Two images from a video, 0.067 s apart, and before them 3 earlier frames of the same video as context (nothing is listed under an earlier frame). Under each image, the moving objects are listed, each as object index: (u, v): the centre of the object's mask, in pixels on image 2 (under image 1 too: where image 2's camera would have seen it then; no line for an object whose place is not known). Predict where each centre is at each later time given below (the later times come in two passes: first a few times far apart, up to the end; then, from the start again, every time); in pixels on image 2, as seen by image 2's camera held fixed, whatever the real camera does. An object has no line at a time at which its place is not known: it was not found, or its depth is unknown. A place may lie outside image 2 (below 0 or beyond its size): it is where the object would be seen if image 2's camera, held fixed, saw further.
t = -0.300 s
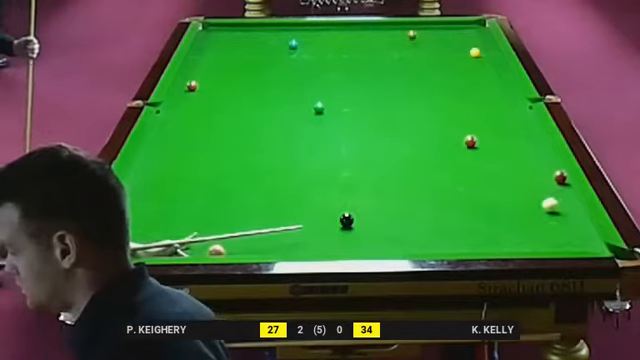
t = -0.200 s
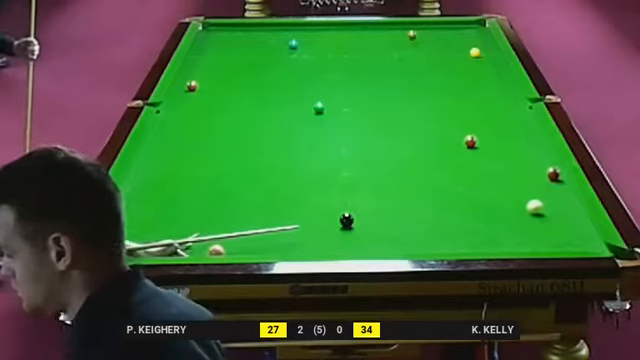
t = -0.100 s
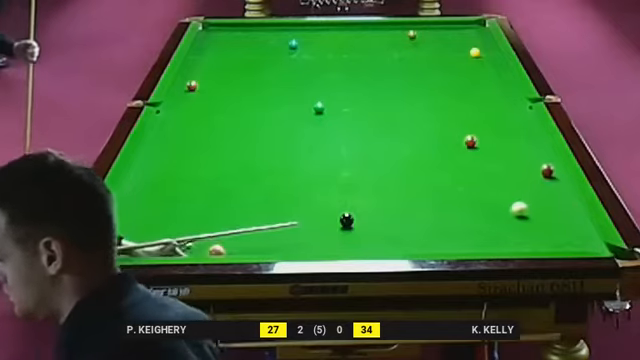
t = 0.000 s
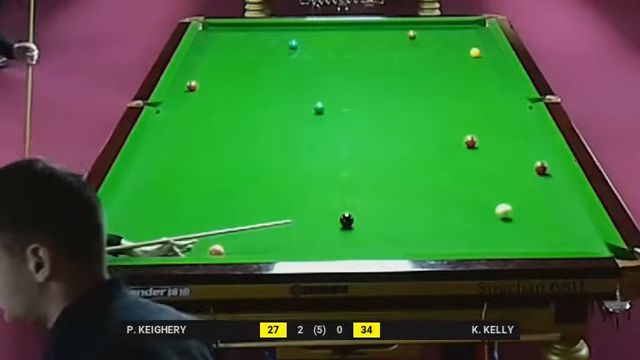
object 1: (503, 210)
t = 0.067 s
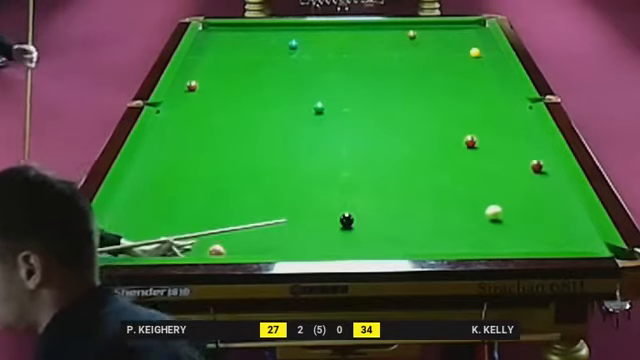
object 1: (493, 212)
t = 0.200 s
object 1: (474, 214)
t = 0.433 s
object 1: (439, 219)
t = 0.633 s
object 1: (411, 222)
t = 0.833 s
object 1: (383, 227)
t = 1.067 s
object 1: (351, 231)
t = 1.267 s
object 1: (326, 234)
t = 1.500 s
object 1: (296, 238)
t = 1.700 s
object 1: (272, 242)
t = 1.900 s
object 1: (249, 244)
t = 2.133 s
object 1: (227, 246)
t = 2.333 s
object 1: (218, 246)
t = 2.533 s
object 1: (211, 245)
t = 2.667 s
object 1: (207, 244)
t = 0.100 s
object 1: (488, 212)
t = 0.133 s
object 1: (483, 213)
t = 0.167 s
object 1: (478, 213)
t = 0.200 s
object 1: (474, 214)
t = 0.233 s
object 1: (468, 215)
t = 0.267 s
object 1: (464, 216)
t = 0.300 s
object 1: (459, 216)
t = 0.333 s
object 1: (454, 217)
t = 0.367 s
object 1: (449, 217)
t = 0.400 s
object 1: (444, 218)
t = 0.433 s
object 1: (439, 219)
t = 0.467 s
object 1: (434, 219)
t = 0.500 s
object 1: (430, 220)
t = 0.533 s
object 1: (425, 221)
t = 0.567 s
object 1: (420, 222)
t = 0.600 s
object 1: (415, 222)
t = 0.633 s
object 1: (411, 222)
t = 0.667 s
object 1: (406, 223)
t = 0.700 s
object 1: (401, 224)
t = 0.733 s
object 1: (397, 224)
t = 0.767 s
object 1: (392, 225)
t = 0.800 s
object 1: (387, 226)
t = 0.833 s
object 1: (383, 227)
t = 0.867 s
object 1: (378, 227)
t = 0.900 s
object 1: (374, 228)
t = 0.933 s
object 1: (369, 228)
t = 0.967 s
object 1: (365, 229)
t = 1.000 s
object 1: (360, 229)
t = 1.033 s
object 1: (356, 230)
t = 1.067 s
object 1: (351, 231)
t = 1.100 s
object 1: (347, 231)
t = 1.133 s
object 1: (343, 232)
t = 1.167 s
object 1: (338, 232)
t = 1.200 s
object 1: (334, 233)
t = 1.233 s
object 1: (329, 233)
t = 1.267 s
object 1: (326, 234)
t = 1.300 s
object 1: (321, 235)
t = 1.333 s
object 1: (317, 235)
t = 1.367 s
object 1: (312, 236)
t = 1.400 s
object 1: (308, 236)
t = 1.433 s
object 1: (304, 237)
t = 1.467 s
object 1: (300, 237)
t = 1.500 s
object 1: (296, 238)
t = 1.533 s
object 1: (292, 238)
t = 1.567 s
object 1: (288, 239)
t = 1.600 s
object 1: (284, 240)
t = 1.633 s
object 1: (280, 241)
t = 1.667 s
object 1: (276, 241)
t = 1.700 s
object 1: (272, 242)
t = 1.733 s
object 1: (268, 242)
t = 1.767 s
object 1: (264, 242)
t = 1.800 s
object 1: (261, 243)
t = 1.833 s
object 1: (257, 243)
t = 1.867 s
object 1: (253, 244)
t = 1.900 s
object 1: (249, 244)
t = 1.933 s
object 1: (246, 244)
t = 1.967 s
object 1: (242, 245)
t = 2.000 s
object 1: (239, 245)
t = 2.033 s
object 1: (235, 246)
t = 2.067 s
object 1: (231, 246)
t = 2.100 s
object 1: (229, 246)
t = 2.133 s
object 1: (227, 246)
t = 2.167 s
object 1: (226, 246)
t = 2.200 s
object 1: (224, 246)
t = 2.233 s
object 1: (223, 246)
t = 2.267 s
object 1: (221, 246)
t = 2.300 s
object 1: (219, 246)
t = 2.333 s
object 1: (218, 246)
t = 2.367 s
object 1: (217, 246)
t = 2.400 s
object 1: (216, 246)
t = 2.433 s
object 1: (214, 245)
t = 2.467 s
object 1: (213, 245)
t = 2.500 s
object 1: (212, 245)
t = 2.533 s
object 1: (211, 245)
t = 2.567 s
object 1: (210, 244)
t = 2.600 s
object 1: (210, 244)
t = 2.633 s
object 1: (208, 244)
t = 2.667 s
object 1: (207, 244)
